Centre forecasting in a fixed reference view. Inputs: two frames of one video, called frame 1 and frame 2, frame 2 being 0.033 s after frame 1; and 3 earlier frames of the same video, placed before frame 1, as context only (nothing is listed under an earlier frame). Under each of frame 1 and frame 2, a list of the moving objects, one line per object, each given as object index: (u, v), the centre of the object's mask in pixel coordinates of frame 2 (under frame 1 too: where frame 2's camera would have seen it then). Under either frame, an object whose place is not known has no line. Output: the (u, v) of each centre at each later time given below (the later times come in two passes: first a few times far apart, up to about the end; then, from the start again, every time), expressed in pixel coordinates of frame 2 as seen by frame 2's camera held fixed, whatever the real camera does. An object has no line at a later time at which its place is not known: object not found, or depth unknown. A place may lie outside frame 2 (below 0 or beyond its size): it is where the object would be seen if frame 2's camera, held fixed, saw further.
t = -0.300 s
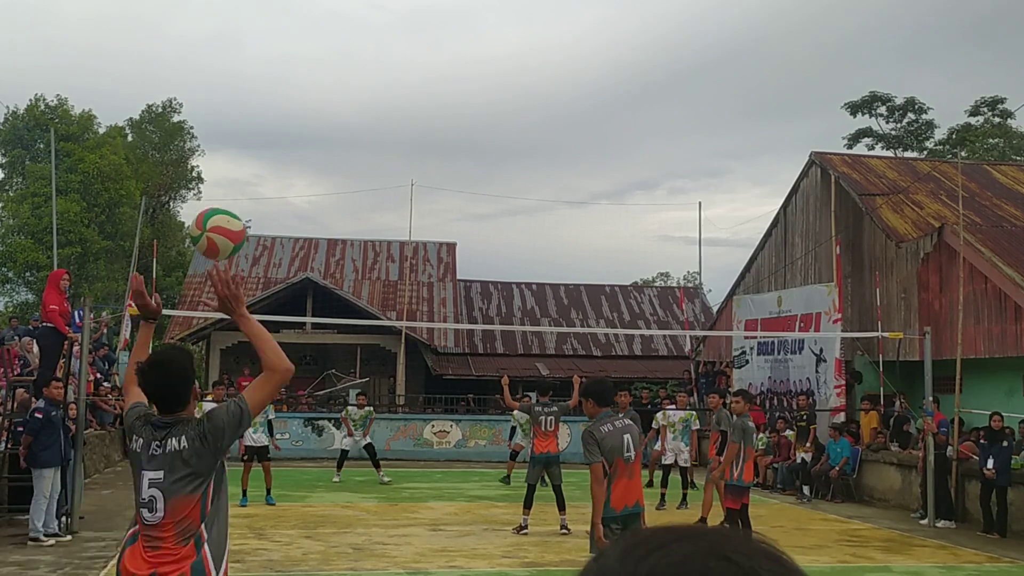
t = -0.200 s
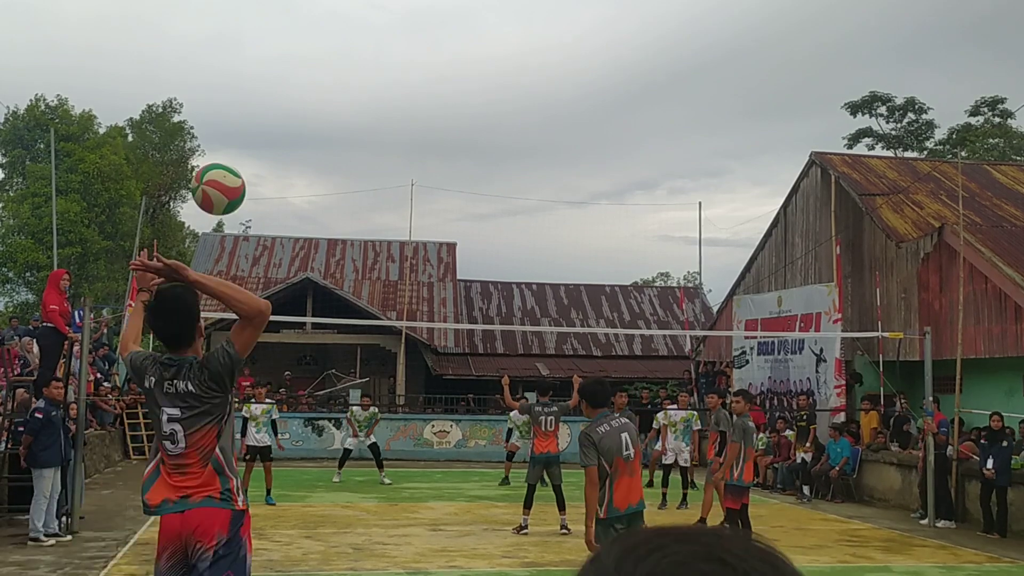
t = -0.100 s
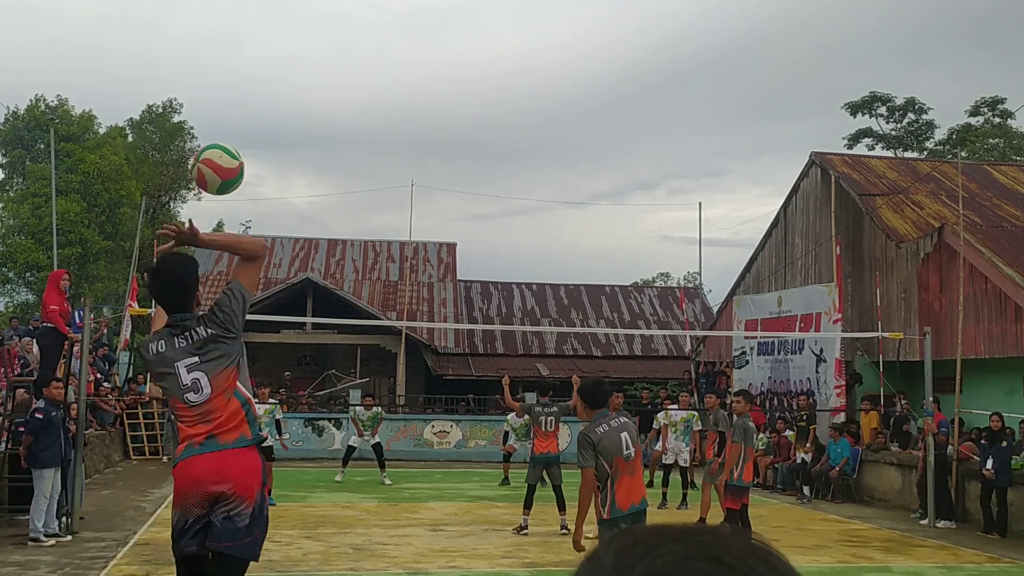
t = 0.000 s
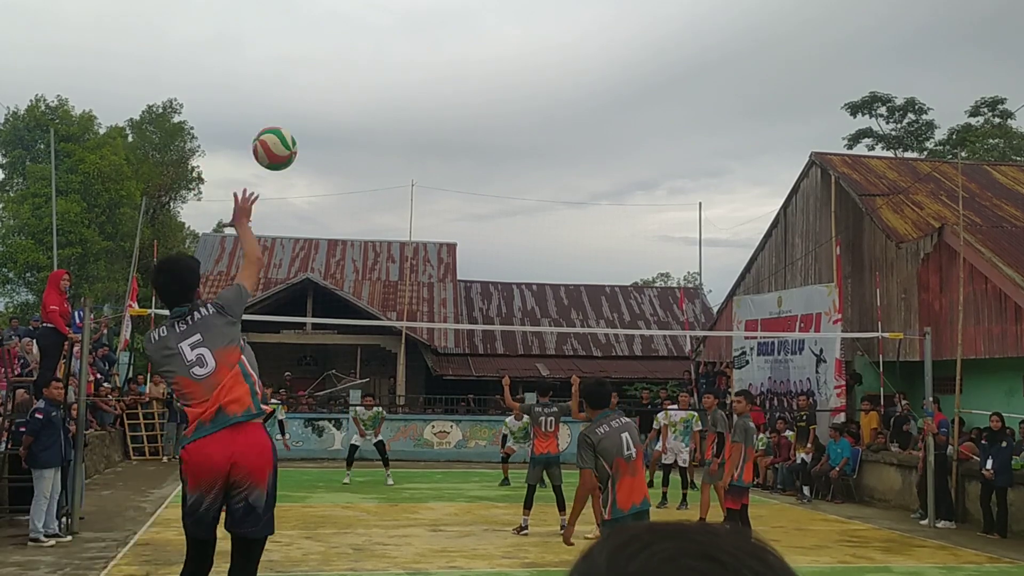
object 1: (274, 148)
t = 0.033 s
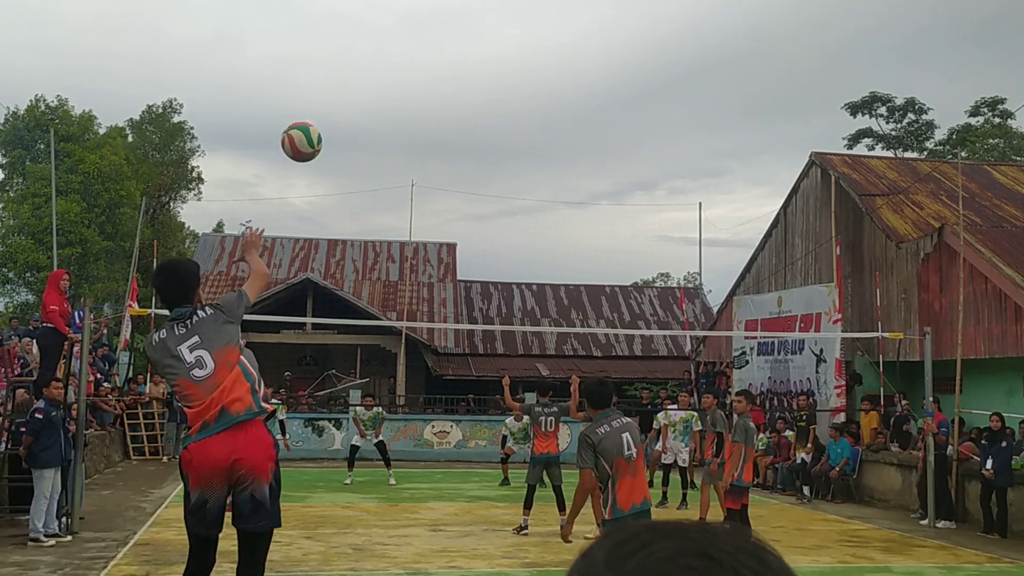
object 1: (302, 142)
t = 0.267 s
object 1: (408, 160)
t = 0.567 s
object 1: (455, 241)
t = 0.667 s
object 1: (463, 272)
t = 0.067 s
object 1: (325, 138)
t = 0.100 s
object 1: (344, 138)
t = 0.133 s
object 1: (361, 140)
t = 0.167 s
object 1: (375, 143)
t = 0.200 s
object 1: (388, 148)
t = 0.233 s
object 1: (398, 154)
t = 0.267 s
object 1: (408, 160)
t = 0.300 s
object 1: (416, 167)
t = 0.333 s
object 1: (423, 175)
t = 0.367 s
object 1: (430, 184)
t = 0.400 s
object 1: (435, 193)
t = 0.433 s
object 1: (440, 202)
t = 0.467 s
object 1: (444, 211)
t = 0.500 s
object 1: (448, 221)
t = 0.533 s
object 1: (452, 231)
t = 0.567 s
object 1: (455, 241)
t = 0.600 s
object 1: (459, 251)
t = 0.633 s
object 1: (460, 262)
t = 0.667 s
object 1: (463, 272)
